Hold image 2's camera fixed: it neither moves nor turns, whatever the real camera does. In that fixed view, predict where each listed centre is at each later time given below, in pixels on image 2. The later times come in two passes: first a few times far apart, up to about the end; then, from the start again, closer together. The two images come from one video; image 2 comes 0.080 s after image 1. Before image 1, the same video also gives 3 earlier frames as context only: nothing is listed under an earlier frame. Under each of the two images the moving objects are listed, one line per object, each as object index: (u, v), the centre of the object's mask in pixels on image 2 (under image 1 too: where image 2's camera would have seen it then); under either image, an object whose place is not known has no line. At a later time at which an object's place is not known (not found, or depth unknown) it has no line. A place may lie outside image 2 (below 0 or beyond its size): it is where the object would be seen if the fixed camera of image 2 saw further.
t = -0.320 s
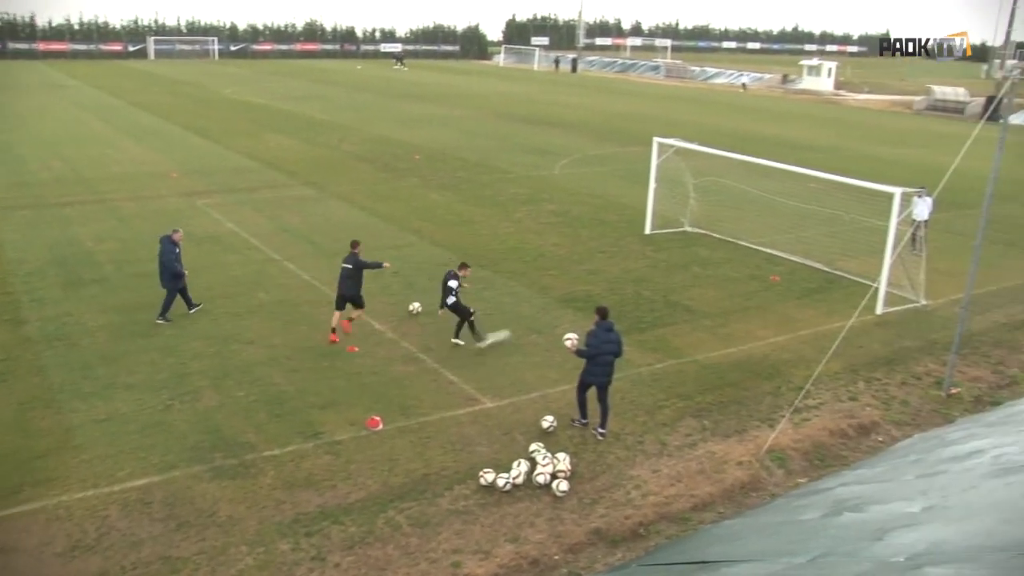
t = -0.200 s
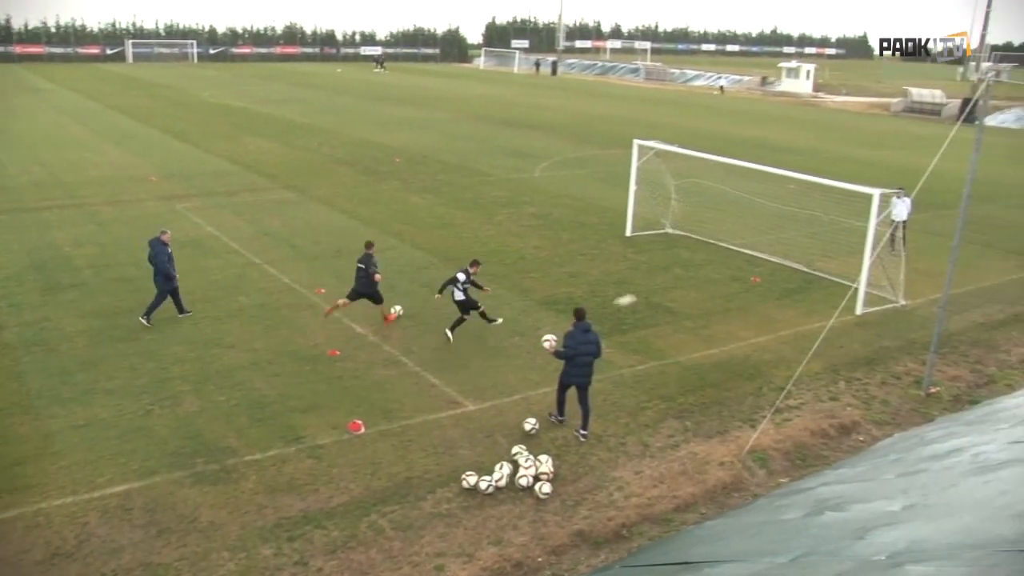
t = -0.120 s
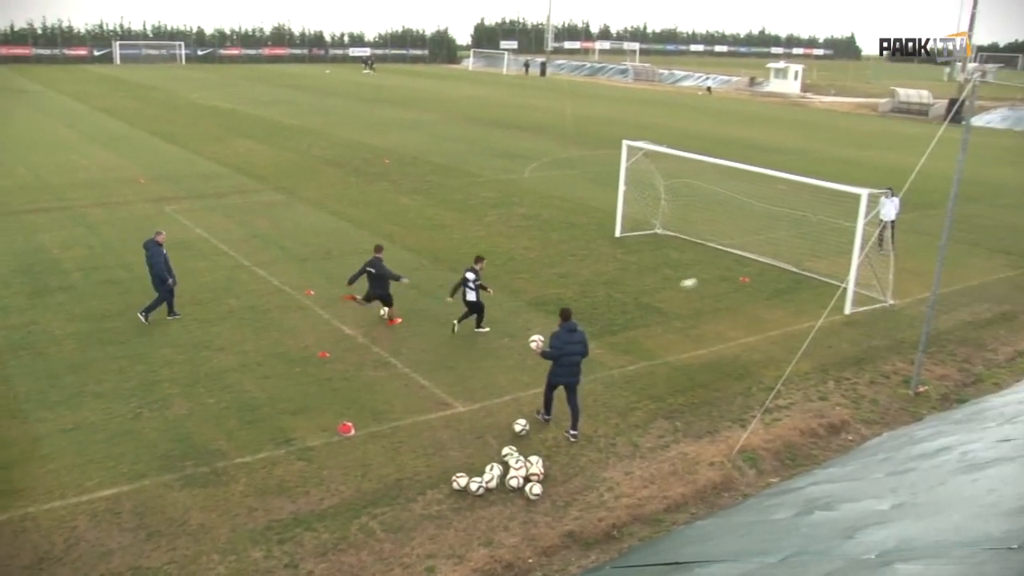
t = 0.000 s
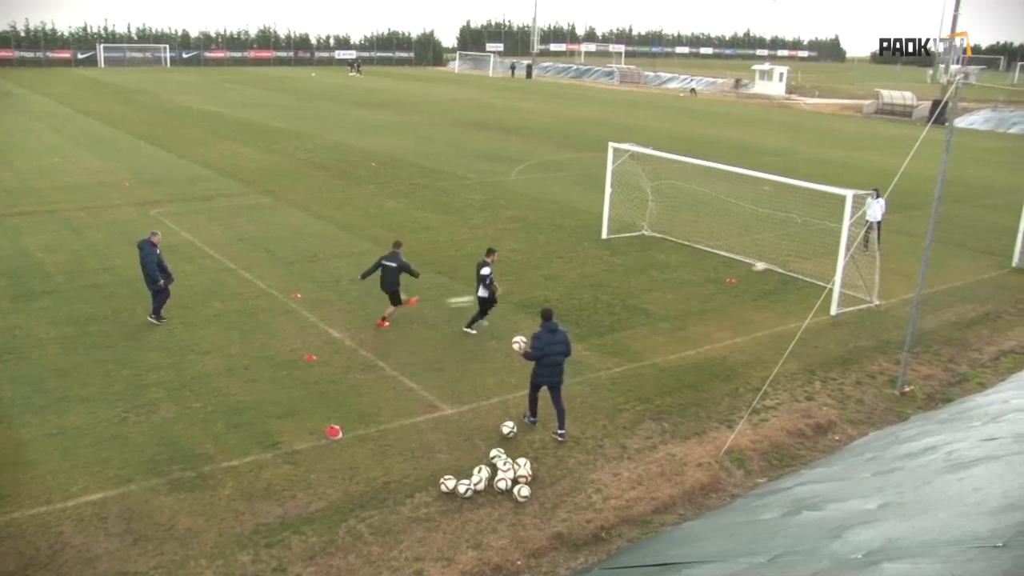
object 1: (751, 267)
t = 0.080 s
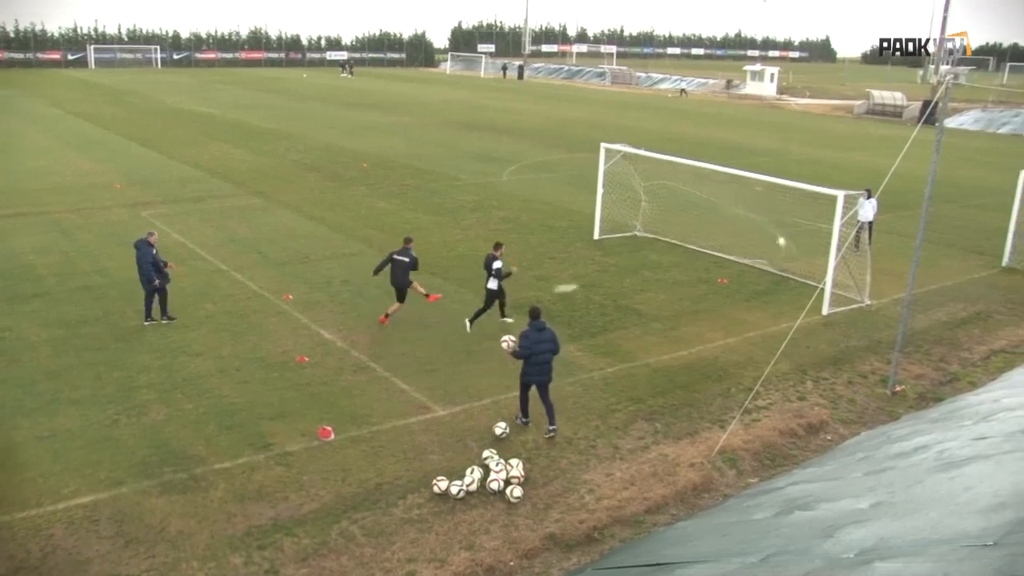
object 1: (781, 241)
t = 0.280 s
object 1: (760, 199)
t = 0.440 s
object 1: (726, 186)
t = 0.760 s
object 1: (646, 203)
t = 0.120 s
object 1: (783, 232)
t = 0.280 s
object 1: (760, 199)
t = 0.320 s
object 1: (753, 192)
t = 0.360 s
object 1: (745, 188)
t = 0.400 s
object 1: (736, 186)
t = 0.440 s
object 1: (726, 186)
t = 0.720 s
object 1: (656, 199)
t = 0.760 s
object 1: (646, 203)
